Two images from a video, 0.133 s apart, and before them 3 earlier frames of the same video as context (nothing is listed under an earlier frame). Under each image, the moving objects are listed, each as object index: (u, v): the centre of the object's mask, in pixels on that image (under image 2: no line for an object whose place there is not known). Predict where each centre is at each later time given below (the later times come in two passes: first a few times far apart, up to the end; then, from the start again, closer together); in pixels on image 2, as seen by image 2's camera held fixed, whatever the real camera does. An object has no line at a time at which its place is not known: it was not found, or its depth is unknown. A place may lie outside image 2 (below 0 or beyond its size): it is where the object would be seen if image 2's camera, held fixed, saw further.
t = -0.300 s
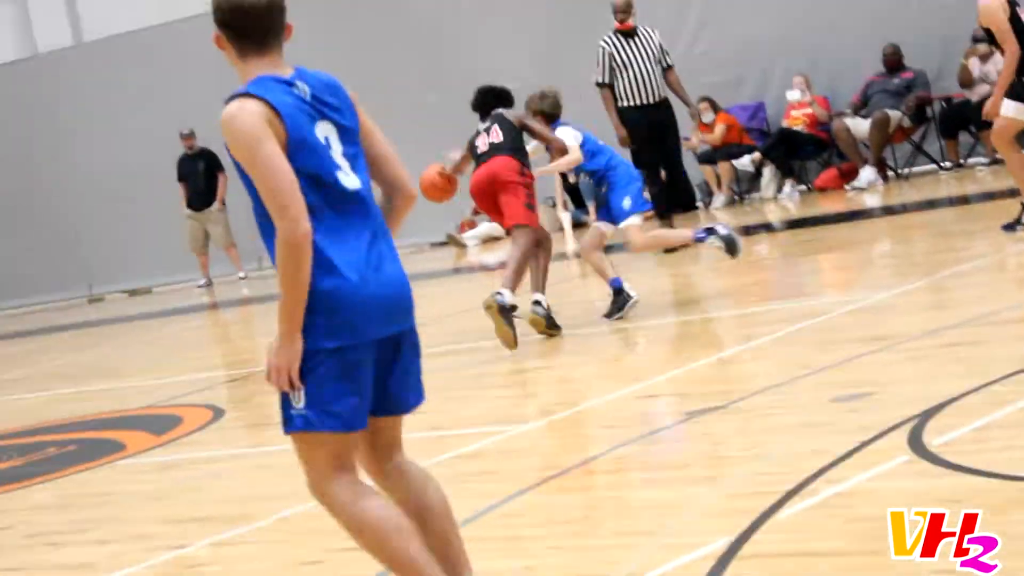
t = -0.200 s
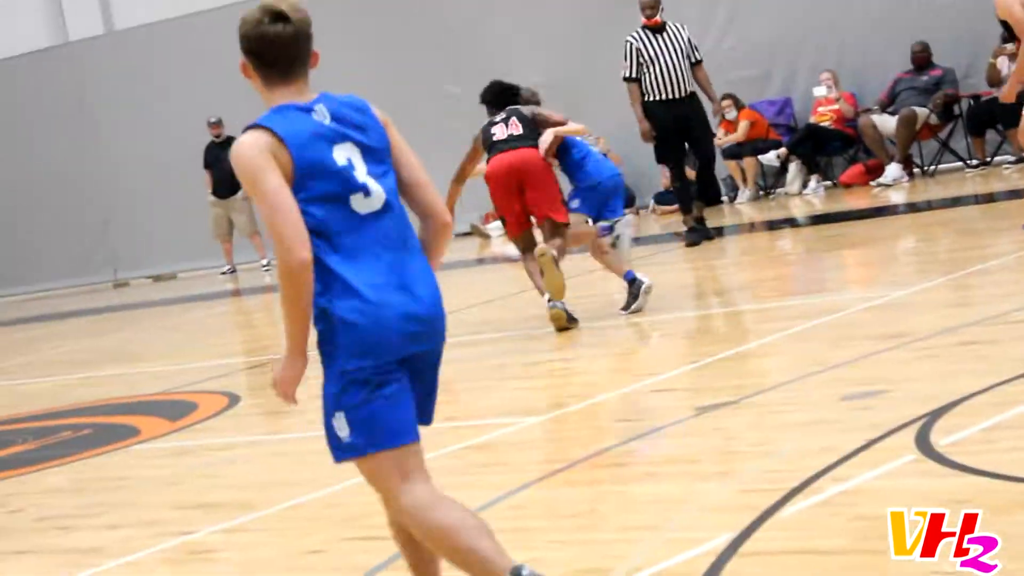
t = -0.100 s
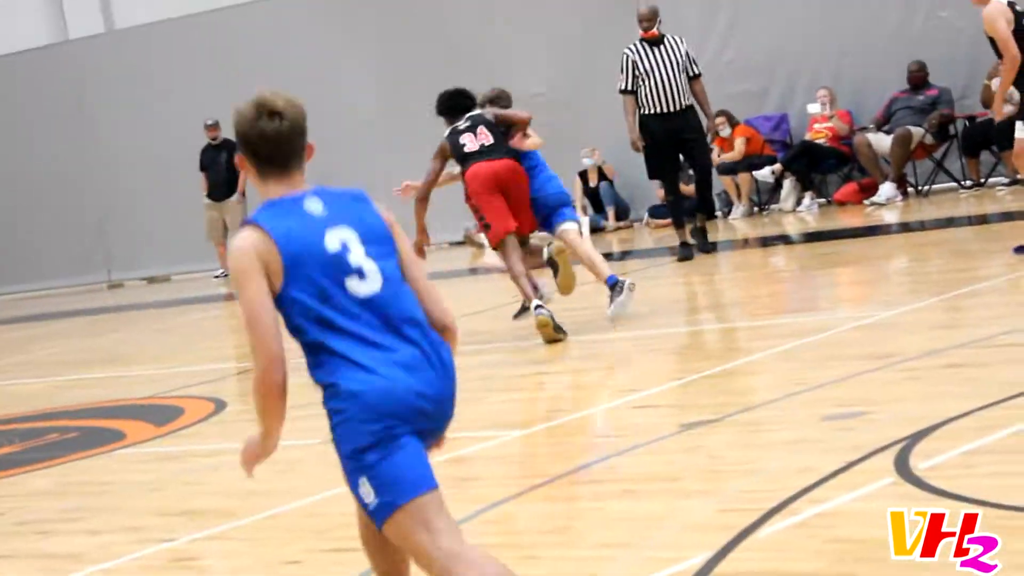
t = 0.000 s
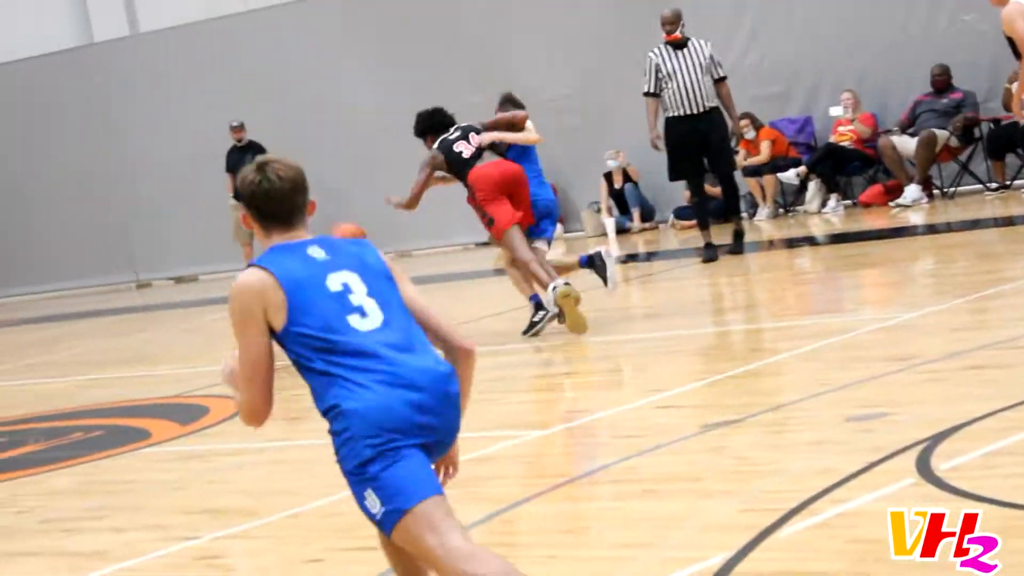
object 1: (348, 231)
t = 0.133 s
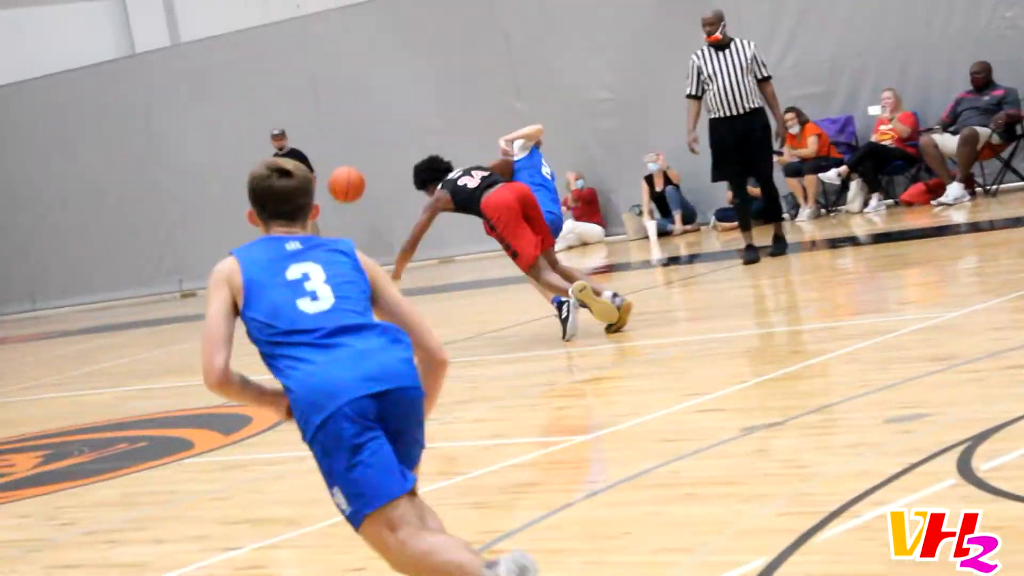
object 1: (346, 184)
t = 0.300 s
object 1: (301, 138)
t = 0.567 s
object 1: (249, 156)
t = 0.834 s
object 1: (219, 277)
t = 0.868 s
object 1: (215, 300)
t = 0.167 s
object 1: (337, 171)
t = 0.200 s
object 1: (329, 159)
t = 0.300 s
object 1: (301, 138)
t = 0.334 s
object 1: (293, 133)
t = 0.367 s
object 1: (285, 130)
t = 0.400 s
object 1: (278, 130)
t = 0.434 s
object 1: (271, 133)
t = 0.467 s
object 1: (266, 135)
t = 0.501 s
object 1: (260, 140)
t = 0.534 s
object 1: (254, 147)
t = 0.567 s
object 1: (249, 156)
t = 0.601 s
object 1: (244, 165)
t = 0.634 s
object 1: (238, 175)
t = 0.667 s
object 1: (234, 188)
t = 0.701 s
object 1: (232, 203)
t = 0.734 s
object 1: (230, 221)
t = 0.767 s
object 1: (226, 239)
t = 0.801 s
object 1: (222, 258)
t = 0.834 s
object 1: (219, 277)
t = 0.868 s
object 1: (215, 300)
